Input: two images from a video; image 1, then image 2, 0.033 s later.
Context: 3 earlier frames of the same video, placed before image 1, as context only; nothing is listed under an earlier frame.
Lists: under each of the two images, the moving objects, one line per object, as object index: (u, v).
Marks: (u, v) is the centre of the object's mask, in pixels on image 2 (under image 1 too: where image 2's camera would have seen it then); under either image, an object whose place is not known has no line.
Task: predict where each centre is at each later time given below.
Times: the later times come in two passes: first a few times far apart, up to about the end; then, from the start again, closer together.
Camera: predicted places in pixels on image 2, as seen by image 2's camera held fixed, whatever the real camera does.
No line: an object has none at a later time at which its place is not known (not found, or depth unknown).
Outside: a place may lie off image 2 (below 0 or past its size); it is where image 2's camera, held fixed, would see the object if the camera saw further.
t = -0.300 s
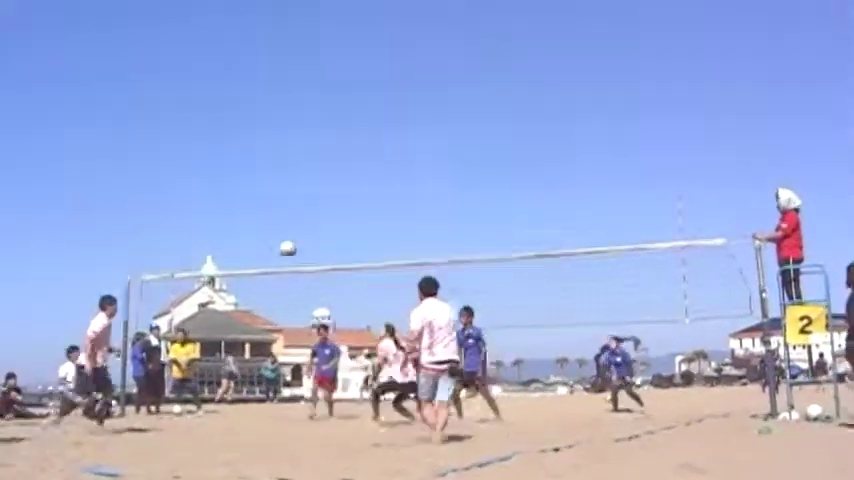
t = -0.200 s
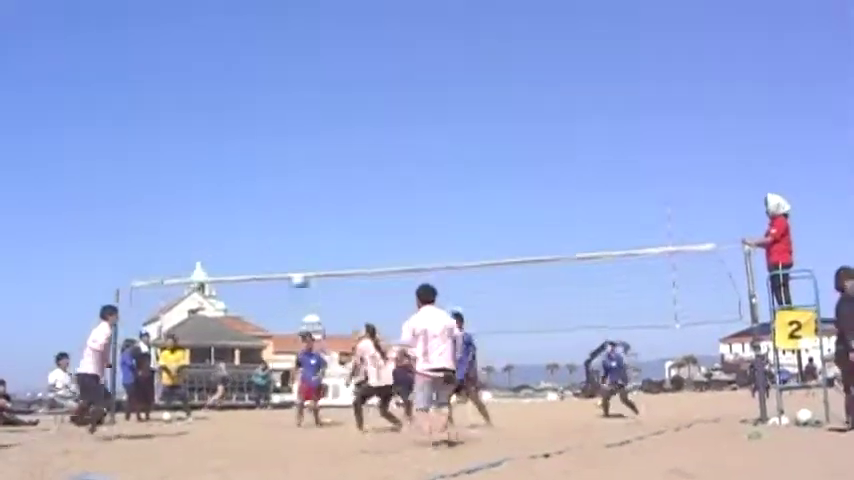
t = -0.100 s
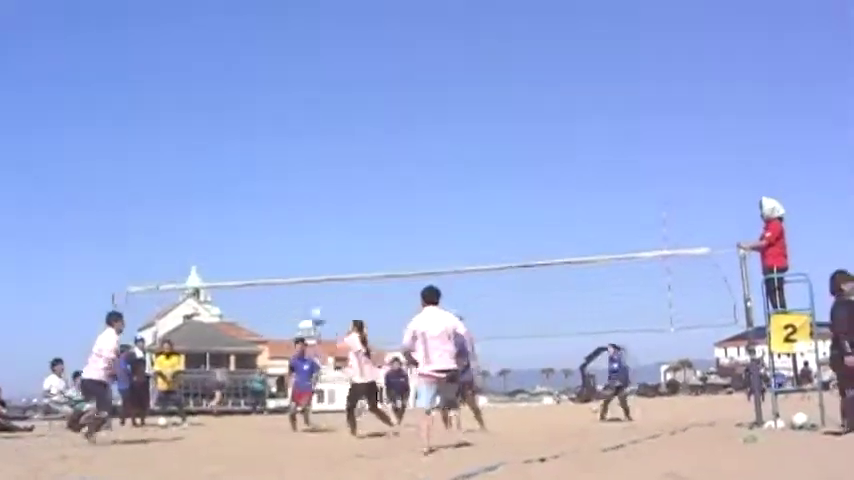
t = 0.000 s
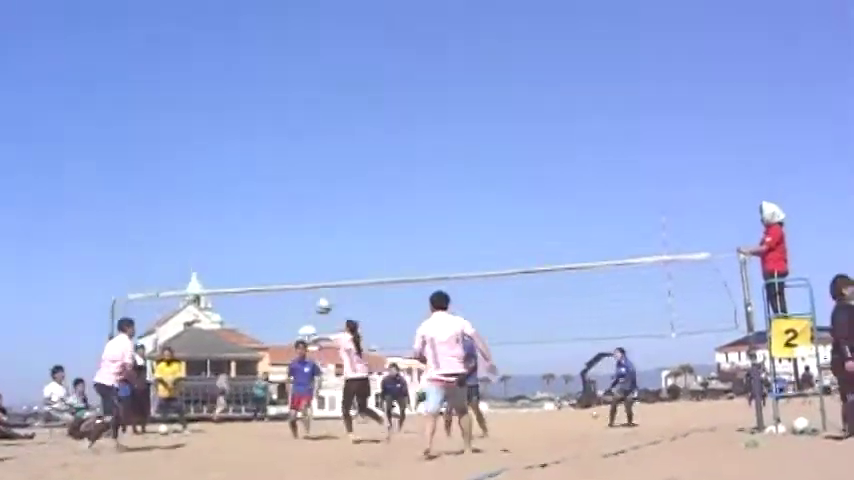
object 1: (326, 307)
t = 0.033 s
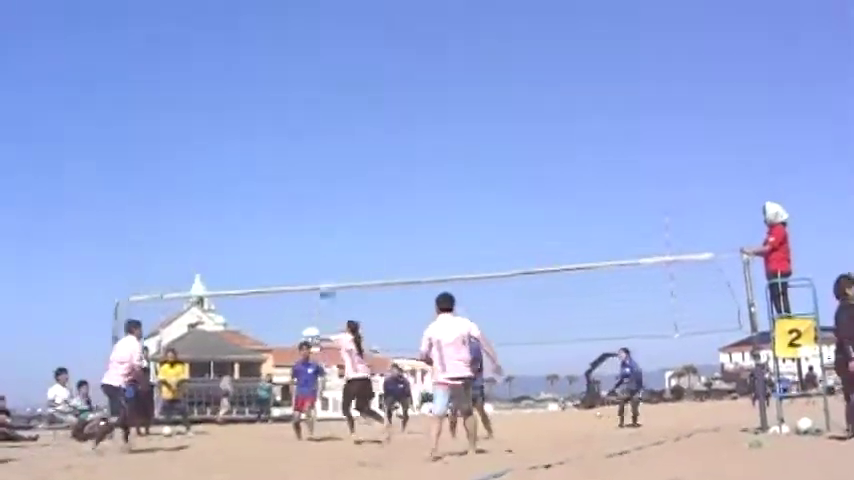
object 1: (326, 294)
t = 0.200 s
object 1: (313, 211)
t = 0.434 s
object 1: (299, 140)
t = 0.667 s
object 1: (289, 109)
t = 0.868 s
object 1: (287, 113)
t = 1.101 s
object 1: (283, 150)
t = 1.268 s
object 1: (286, 196)
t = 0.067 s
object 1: (322, 272)
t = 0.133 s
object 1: (317, 240)
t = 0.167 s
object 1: (314, 225)
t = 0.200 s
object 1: (313, 211)
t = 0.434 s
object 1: (299, 140)
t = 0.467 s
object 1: (297, 133)
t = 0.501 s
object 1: (296, 127)
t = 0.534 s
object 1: (295, 123)
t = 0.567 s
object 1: (293, 118)
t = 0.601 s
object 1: (291, 115)
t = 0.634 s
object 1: (290, 112)
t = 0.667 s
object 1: (289, 109)
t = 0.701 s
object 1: (290, 109)
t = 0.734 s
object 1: (289, 108)
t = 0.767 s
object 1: (289, 108)
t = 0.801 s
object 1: (288, 109)
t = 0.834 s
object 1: (288, 111)
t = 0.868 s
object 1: (287, 113)
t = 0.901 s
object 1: (287, 116)
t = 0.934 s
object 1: (287, 120)
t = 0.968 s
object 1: (285, 125)
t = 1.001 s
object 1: (284, 130)
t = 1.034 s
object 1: (284, 136)
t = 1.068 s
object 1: (283, 142)
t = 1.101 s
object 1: (283, 150)
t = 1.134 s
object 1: (283, 157)
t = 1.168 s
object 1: (284, 166)
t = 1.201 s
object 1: (284, 175)
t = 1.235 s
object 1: (285, 186)
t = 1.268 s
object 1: (286, 196)
